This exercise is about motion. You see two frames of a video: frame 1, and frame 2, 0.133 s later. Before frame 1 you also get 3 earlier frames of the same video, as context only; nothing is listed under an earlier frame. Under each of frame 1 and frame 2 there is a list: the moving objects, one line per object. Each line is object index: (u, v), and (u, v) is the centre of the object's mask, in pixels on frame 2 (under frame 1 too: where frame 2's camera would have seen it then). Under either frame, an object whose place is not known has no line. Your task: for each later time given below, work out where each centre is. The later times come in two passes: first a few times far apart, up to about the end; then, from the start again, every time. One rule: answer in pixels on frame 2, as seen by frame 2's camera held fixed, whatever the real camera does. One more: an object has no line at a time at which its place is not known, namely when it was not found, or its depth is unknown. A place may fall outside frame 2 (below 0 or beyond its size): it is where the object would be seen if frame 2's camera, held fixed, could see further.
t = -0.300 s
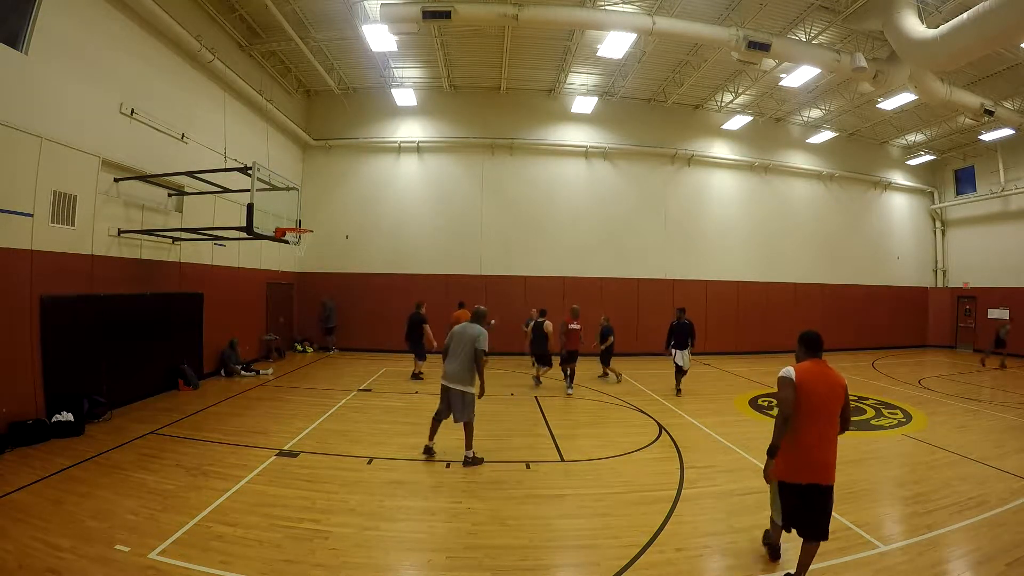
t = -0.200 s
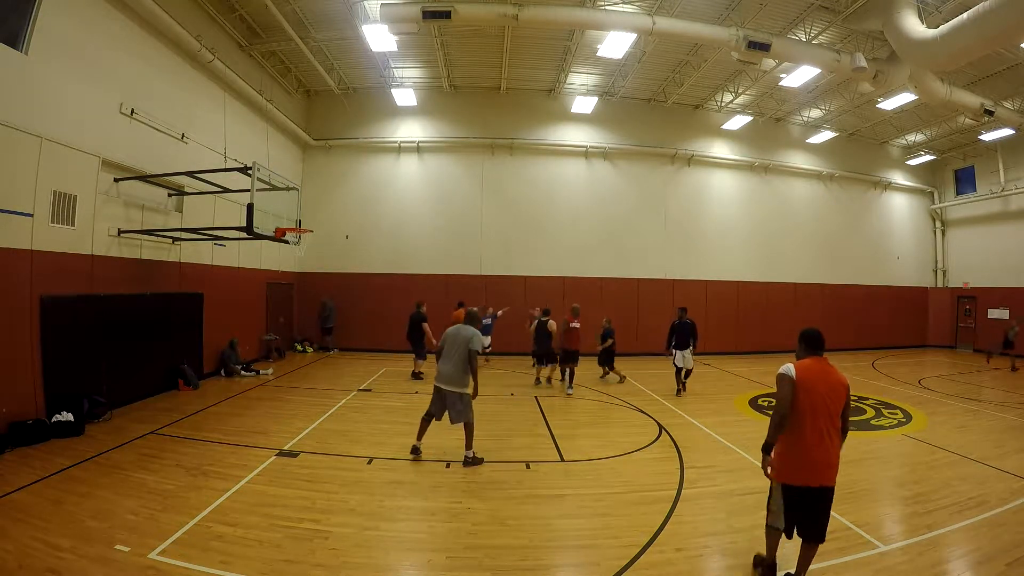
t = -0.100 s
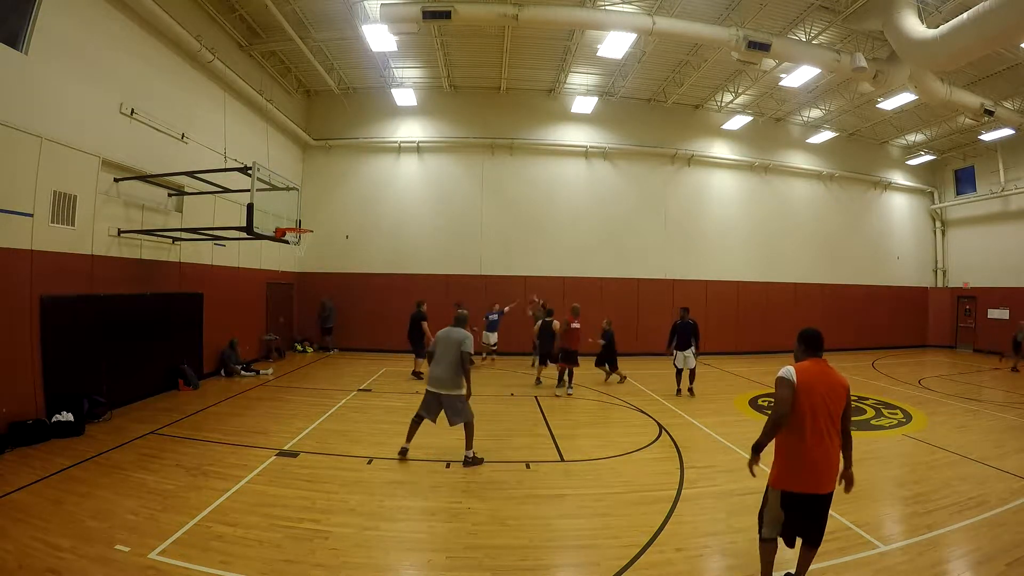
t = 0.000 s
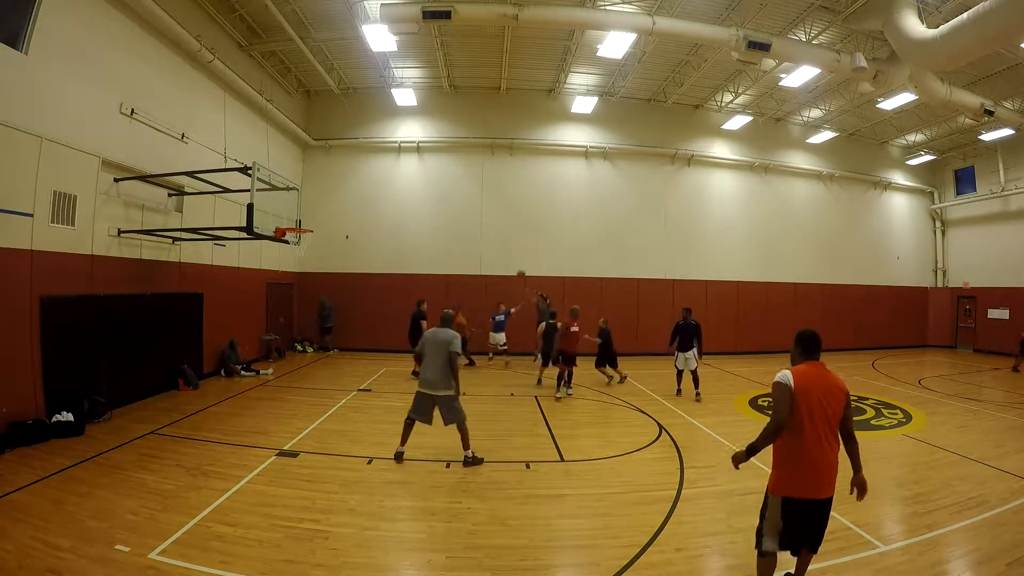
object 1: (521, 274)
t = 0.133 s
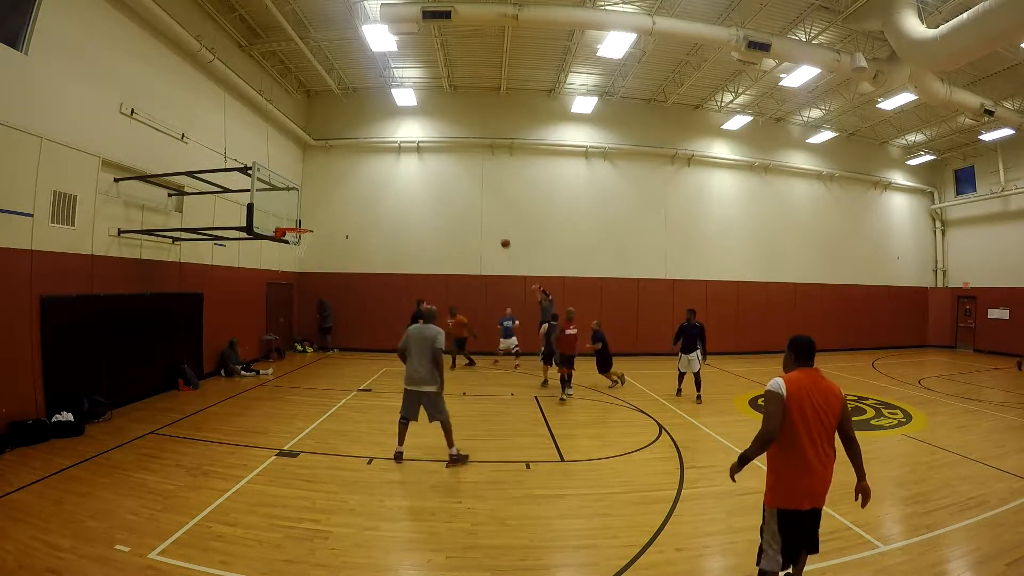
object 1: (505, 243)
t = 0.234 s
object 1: (493, 223)
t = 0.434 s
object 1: (465, 190)
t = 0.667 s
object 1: (428, 170)
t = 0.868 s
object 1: (391, 173)
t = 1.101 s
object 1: (338, 204)
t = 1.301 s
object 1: (327, 236)
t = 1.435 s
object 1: (344, 259)
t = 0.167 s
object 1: (501, 236)
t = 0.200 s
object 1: (497, 229)
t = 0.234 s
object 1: (493, 223)
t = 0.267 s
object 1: (488, 216)
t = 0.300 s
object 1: (484, 210)
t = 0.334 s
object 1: (479, 205)
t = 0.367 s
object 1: (475, 200)
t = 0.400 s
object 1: (470, 195)
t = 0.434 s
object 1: (465, 190)
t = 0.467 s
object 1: (460, 186)
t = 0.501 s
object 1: (455, 183)
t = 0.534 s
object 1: (450, 179)
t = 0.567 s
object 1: (445, 176)
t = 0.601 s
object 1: (440, 174)
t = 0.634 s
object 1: (434, 172)
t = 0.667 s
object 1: (428, 170)
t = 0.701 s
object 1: (423, 169)
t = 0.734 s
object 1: (416, 169)
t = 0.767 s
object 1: (410, 169)
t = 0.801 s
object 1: (404, 170)
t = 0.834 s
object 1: (398, 171)
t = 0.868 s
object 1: (391, 173)
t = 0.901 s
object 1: (384, 175)
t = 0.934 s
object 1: (377, 178)
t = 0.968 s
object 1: (369, 182)
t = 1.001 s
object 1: (362, 186)
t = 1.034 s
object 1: (354, 191)
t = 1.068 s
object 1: (346, 197)
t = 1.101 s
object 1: (338, 204)
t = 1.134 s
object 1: (330, 212)
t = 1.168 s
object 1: (321, 221)
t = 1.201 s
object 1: (315, 228)
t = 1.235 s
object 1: (319, 230)
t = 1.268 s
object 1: (323, 233)
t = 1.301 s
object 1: (327, 236)
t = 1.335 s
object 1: (331, 241)
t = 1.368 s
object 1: (335, 246)
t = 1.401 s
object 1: (340, 252)
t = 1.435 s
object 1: (344, 259)
